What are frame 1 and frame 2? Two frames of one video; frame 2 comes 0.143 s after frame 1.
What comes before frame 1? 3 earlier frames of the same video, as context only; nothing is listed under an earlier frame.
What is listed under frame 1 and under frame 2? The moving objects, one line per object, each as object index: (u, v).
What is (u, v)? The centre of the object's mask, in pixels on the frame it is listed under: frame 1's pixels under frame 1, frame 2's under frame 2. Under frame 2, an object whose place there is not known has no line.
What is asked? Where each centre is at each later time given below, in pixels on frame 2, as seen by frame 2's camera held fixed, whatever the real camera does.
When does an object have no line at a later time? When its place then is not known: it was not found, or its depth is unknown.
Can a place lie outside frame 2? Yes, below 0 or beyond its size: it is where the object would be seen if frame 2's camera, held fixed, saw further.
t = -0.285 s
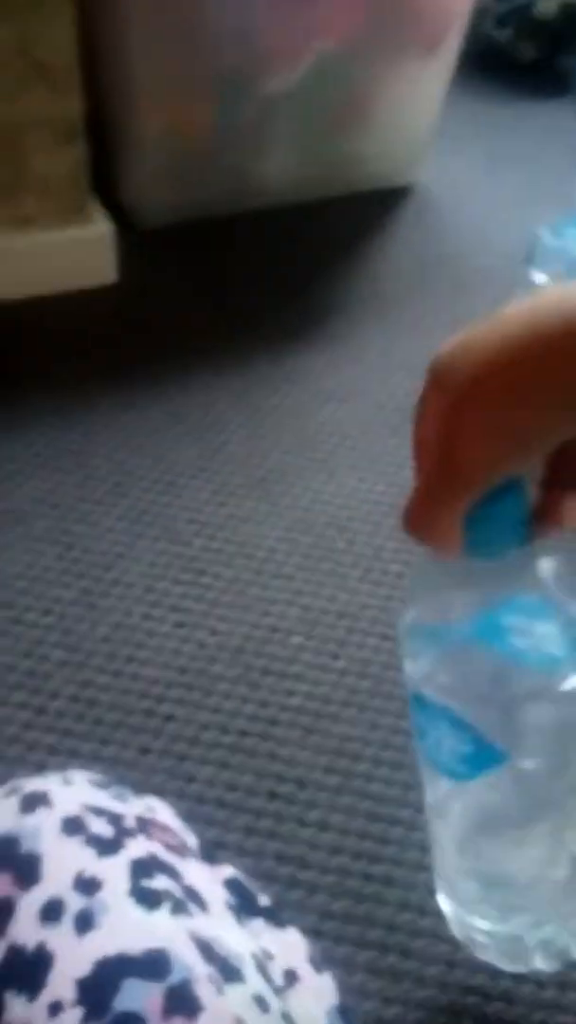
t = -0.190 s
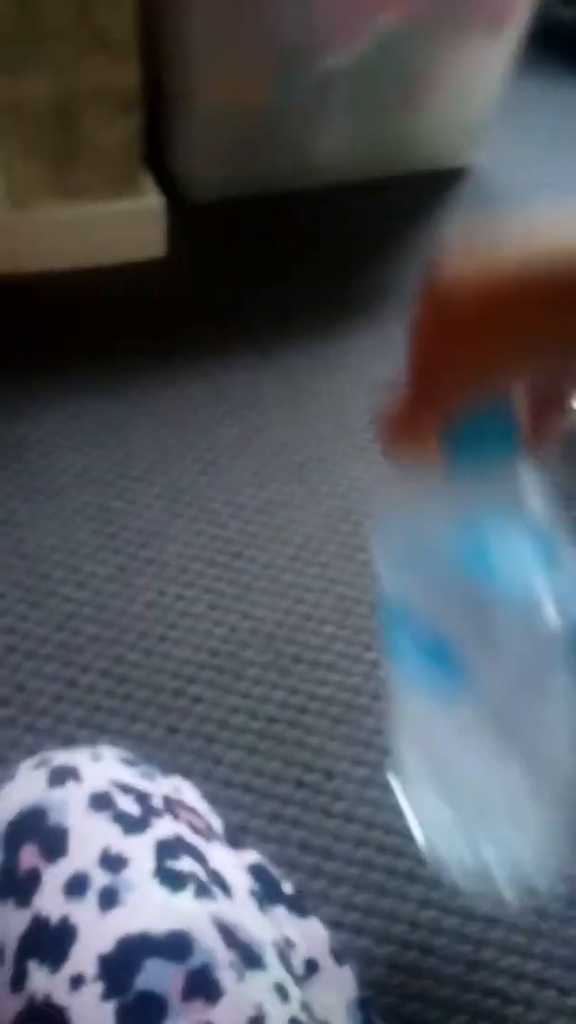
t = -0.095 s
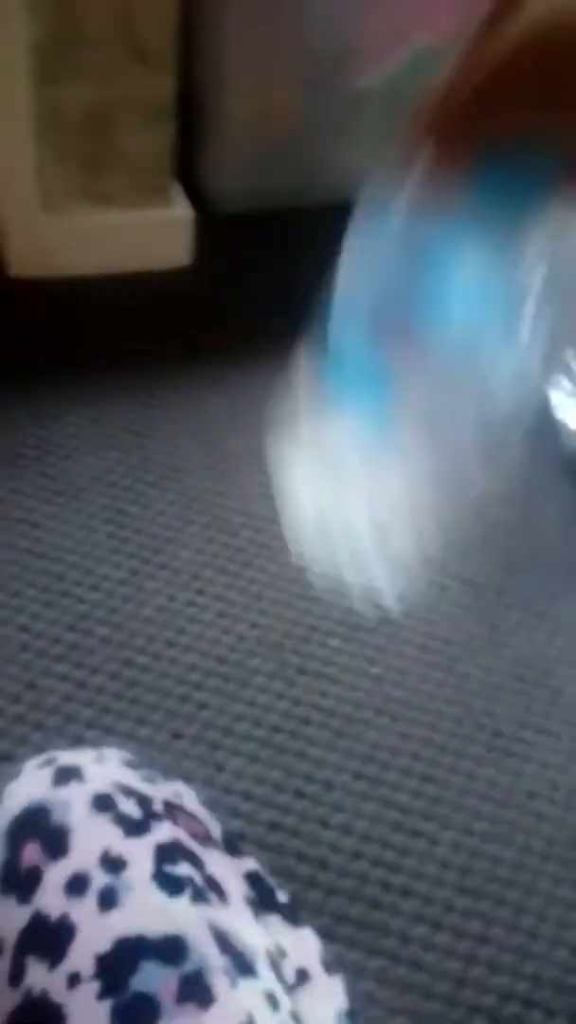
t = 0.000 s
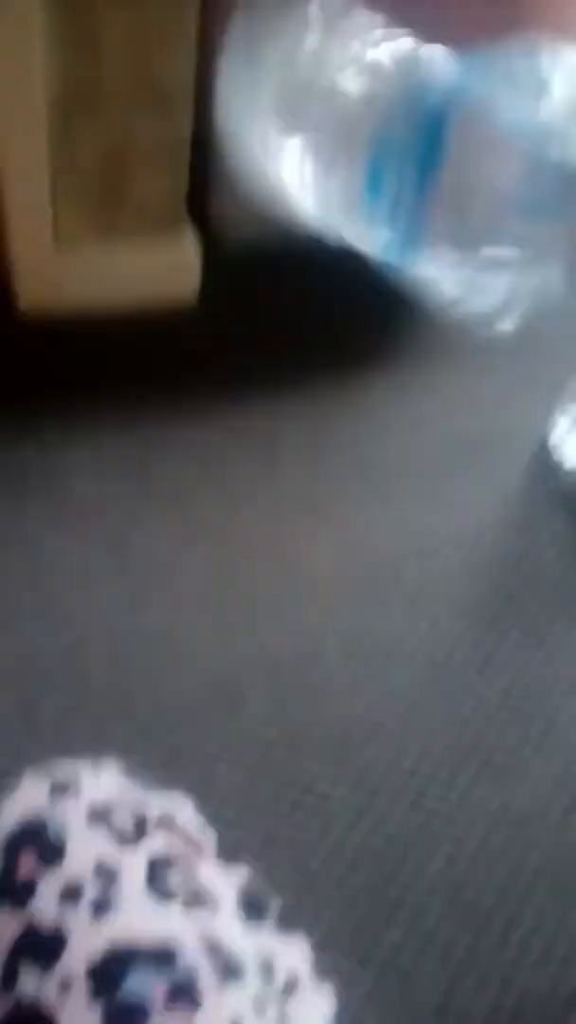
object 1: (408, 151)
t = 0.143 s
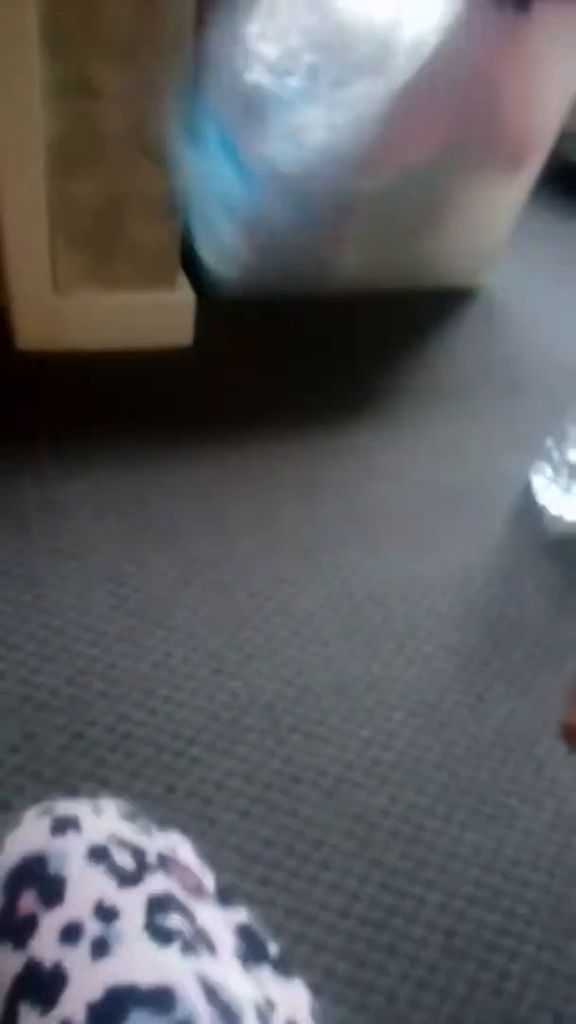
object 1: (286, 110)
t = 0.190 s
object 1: (303, 75)
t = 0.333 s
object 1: (297, 265)
